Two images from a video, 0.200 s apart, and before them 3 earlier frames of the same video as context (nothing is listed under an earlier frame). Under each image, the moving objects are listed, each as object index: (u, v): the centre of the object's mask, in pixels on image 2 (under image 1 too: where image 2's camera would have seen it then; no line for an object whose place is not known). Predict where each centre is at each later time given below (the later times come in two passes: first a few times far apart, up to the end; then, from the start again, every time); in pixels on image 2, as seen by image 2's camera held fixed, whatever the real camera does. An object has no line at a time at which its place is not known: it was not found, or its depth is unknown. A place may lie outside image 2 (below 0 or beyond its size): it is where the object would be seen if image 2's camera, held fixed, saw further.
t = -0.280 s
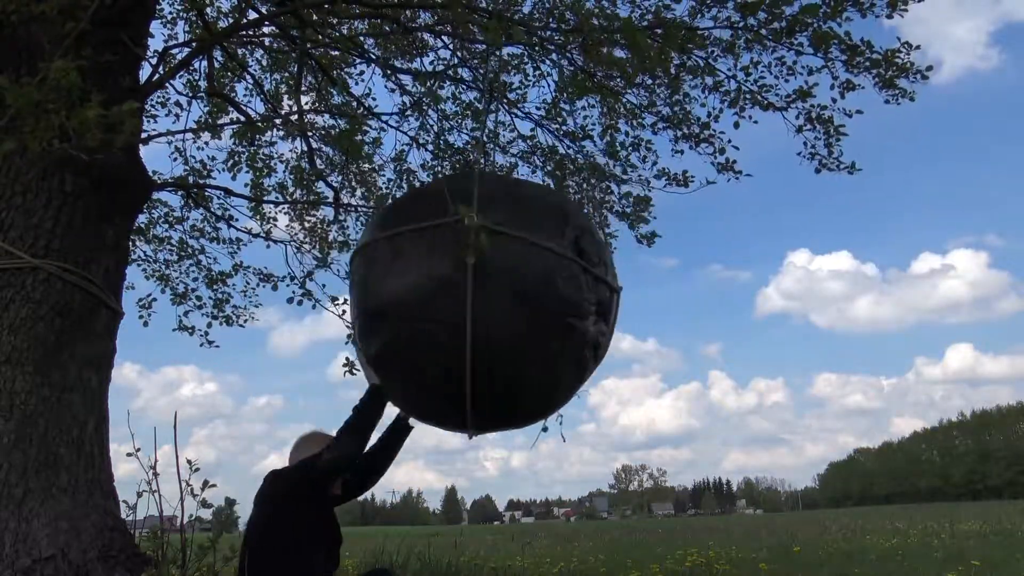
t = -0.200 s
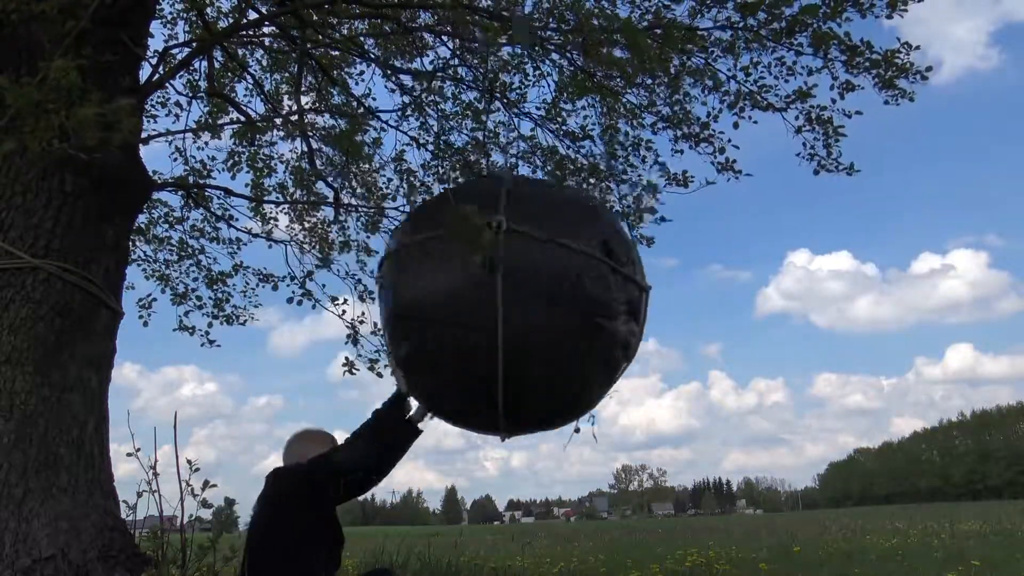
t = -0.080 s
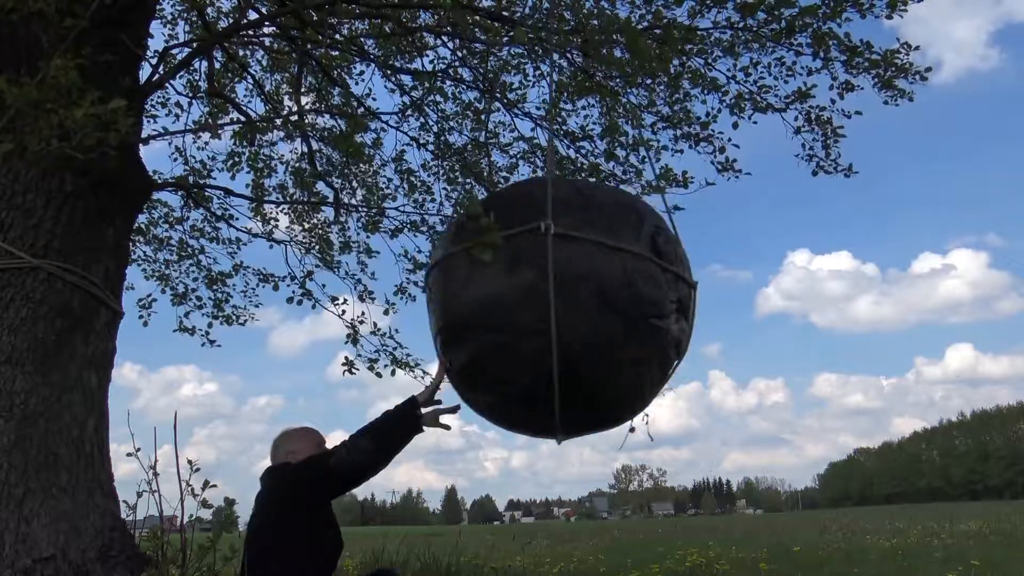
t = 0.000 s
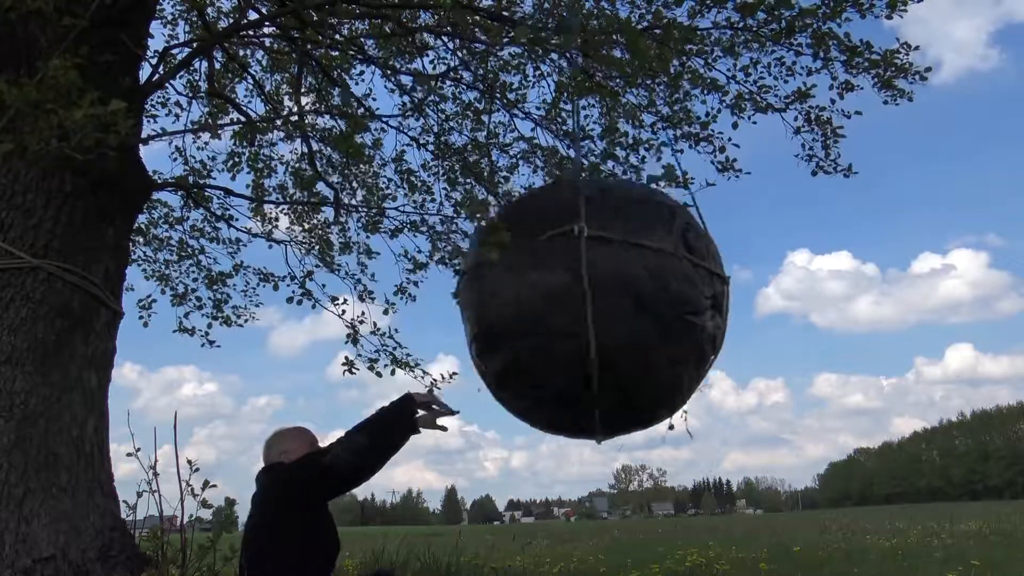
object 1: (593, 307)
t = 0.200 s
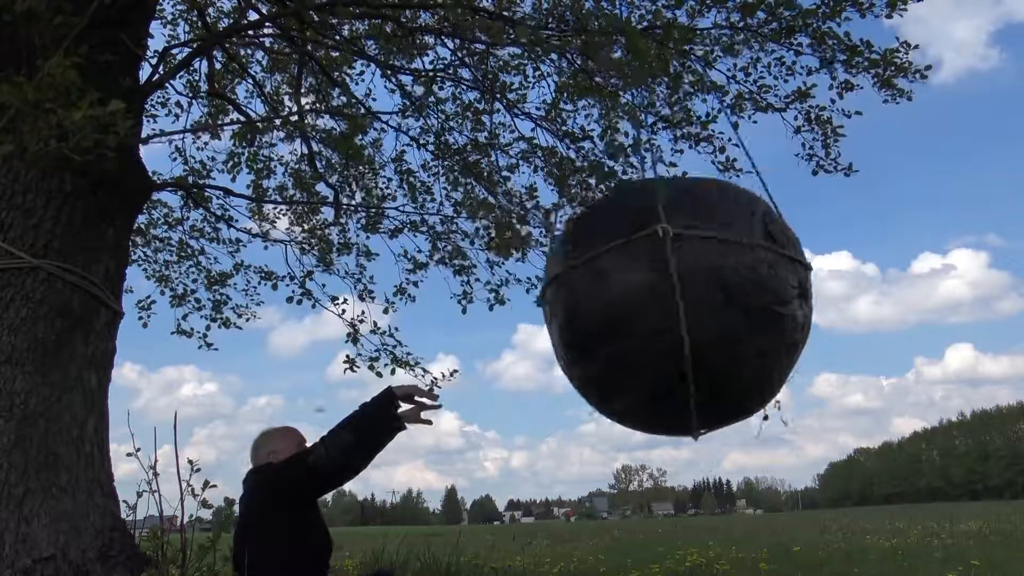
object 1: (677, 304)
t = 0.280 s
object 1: (710, 301)
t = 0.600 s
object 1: (818, 287)
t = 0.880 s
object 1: (877, 273)
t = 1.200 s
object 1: (895, 270)
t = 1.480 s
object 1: (868, 278)
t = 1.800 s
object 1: (791, 297)
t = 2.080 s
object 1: (694, 312)
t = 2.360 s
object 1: (584, 317)
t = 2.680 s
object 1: (469, 309)
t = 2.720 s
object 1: (456, 307)
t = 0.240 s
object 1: (694, 303)
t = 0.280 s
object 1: (710, 301)
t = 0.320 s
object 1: (725, 300)
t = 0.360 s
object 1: (740, 298)
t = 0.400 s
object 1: (755, 297)
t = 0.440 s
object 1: (769, 295)
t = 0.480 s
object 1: (782, 293)
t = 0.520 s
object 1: (795, 291)
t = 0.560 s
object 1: (807, 289)
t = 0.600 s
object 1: (818, 287)
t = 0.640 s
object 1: (829, 285)
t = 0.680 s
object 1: (839, 282)
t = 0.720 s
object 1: (849, 280)
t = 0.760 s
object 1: (857, 279)
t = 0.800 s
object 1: (865, 277)
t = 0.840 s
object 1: (872, 275)
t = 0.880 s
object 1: (877, 273)
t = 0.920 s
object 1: (883, 272)
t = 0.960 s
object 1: (887, 272)
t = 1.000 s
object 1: (890, 270)
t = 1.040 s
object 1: (892, 270)
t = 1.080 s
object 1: (894, 269)
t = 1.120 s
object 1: (895, 269)
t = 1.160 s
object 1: (895, 270)
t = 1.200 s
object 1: (895, 270)
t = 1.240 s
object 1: (894, 270)
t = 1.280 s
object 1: (892, 271)
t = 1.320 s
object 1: (889, 272)
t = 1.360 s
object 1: (885, 273)
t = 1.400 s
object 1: (880, 275)
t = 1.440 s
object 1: (875, 276)
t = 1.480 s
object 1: (868, 278)
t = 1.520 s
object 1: (861, 280)
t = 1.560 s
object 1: (853, 283)
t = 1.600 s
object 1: (845, 285)
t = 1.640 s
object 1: (835, 287)
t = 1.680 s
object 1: (825, 290)
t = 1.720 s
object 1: (814, 292)
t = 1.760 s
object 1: (803, 295)
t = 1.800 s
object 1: (791, 297)
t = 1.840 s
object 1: (778, 300)
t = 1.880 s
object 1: (765, 302)
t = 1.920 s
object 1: (751, 304)
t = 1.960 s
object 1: (737, 306)
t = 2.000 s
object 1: (723, 308)
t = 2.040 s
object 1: (709, 310)
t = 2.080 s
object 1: (694, 312)
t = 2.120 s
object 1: (679, 313)
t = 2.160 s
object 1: (663, 314)
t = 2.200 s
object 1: (647, 315)
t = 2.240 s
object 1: (631, 315)
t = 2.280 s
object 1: (616, 316)
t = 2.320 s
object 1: (600, 317)
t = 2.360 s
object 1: (584, 317)
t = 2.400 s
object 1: (569, 316)
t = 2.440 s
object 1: (554, 316)
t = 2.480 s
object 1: (539, 315)
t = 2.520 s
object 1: (523, 313)
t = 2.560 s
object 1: (509, 313)
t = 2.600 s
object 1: (495, 312)
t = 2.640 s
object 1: (482, 310)
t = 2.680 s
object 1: (469, 309)
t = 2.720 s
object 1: (456, 307)
